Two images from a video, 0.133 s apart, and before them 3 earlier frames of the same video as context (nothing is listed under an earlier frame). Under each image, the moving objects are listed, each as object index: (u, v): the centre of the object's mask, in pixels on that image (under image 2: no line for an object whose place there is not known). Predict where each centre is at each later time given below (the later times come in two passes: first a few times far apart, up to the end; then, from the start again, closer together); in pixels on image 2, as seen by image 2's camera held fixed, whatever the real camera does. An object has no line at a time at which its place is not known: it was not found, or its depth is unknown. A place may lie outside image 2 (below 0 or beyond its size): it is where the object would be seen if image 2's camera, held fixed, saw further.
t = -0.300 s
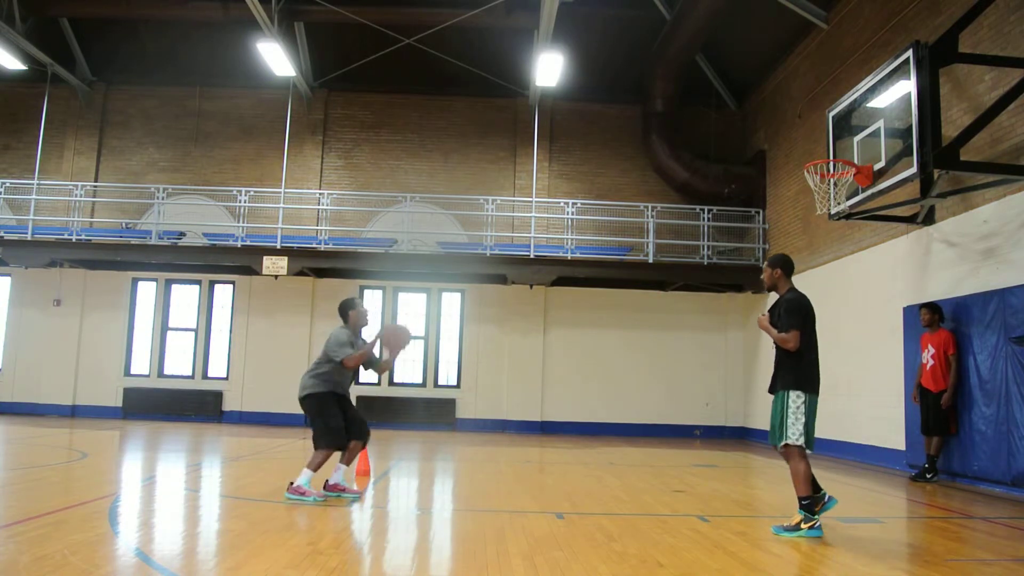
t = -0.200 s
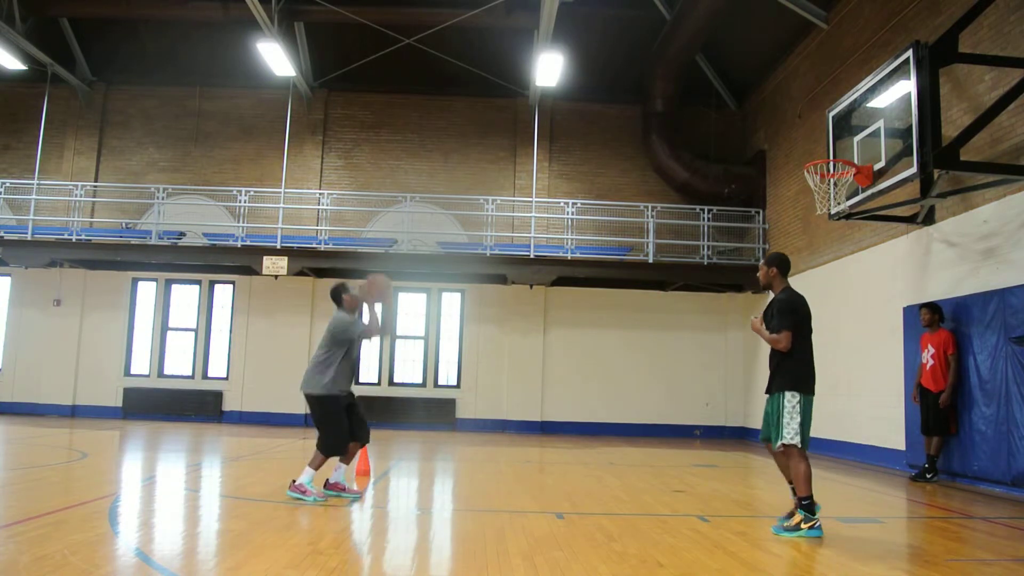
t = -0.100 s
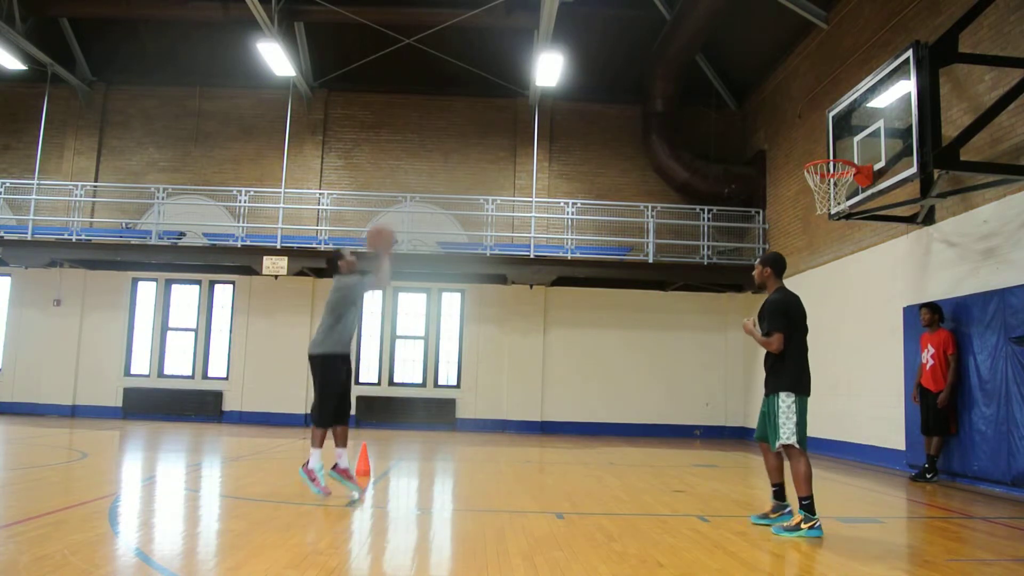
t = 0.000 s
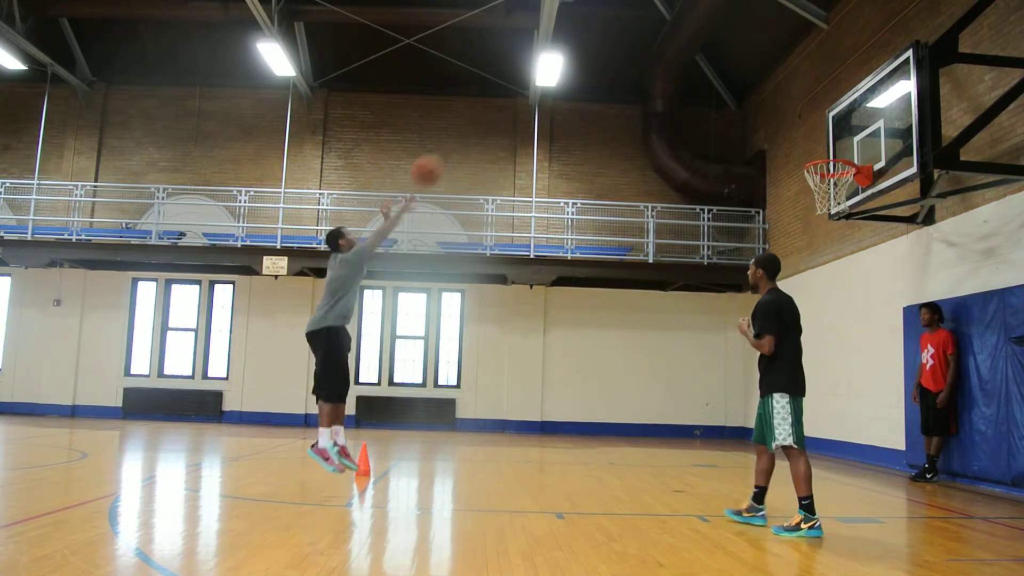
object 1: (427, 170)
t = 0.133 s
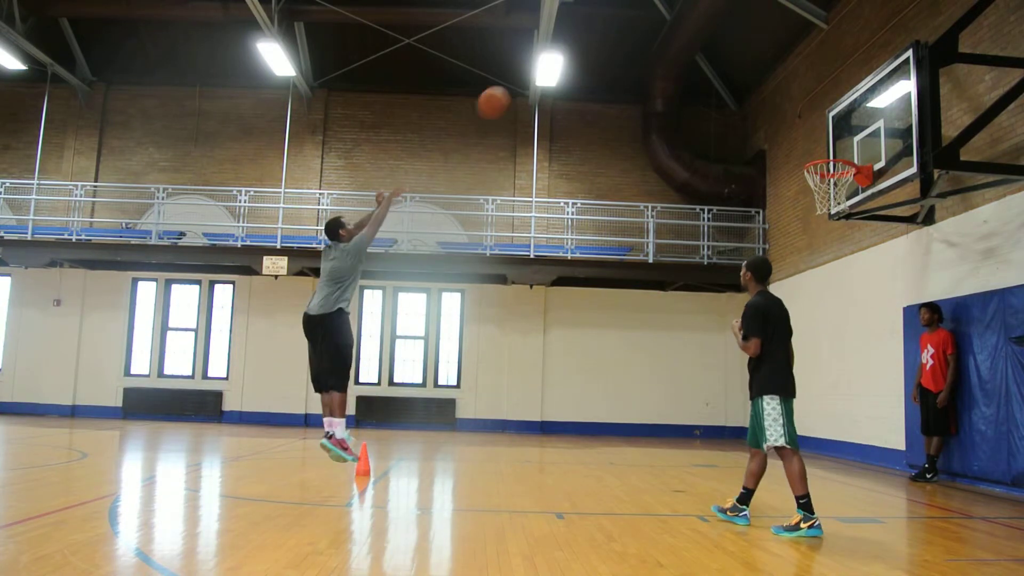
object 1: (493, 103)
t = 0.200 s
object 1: (523, 78)
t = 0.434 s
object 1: (625, 31)
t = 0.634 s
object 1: (702, 39)
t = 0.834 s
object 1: (773, 86)
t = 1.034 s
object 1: (836, 150)
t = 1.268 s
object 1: (834, 148)
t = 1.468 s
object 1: (798, 163)
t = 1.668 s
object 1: (764, 215)
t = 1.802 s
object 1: (742, 270)
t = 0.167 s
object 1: (509, 89)
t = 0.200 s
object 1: (523, 78)
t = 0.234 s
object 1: (536, 67)
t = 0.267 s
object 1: (557, 55)
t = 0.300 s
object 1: (572, 48)
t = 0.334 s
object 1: (584, 43)
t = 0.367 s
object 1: (598, 38)
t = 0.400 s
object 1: (612, 34)
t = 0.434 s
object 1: (625, 31)
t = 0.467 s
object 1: (639, 30)
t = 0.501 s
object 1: (651, 29)
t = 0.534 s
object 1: (665, 30)
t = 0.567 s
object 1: (677, 32)
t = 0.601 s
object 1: (690, 35)
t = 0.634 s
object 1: (702, 39)
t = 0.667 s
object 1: (715, 44)
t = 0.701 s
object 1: (727, 51)
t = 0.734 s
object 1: (739, 58)
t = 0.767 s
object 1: (751, 66)
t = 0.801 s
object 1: (763, 75)
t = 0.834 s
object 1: (773, 86)
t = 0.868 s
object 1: (785, 97)
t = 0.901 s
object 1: (796, 109)
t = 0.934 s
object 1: (808, 123)
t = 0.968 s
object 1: (819, 137)
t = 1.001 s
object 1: (831, 150)
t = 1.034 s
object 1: (836, 150)
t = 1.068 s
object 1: (842, 151)
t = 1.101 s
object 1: (847, 153)
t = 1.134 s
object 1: (853, 154)
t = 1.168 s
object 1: (854, 154)
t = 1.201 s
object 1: (848, 150)
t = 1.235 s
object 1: (841, 148)
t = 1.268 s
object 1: (834, 148)
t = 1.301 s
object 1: (828, 148)
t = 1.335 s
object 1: (822, 149)
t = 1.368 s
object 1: (816, 151)
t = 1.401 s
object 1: (810, 153)
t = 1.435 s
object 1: (804, 157)
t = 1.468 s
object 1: (798, 163)
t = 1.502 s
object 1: (793, 169)
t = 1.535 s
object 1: (787, 177)
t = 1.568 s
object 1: (782, 184)
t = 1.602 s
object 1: (776, 194)
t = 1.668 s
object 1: (764, 215)
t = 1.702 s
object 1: (758, 227)
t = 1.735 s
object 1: (753, 240)
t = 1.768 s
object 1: (748, 254)
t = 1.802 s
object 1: (742, 270)
